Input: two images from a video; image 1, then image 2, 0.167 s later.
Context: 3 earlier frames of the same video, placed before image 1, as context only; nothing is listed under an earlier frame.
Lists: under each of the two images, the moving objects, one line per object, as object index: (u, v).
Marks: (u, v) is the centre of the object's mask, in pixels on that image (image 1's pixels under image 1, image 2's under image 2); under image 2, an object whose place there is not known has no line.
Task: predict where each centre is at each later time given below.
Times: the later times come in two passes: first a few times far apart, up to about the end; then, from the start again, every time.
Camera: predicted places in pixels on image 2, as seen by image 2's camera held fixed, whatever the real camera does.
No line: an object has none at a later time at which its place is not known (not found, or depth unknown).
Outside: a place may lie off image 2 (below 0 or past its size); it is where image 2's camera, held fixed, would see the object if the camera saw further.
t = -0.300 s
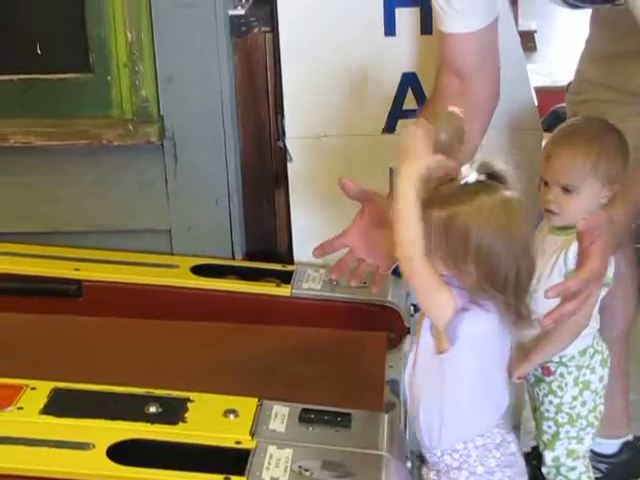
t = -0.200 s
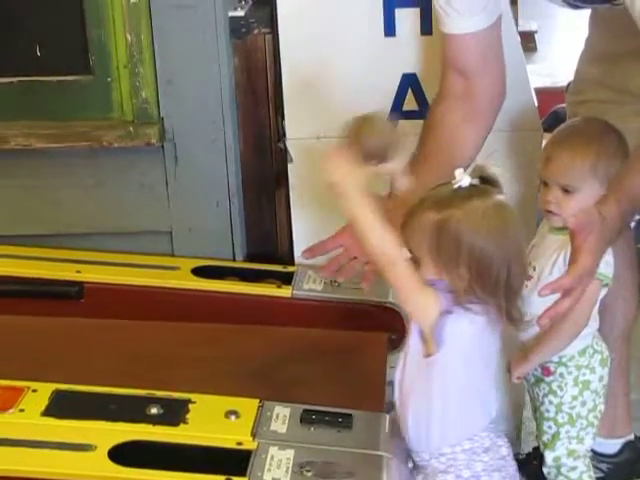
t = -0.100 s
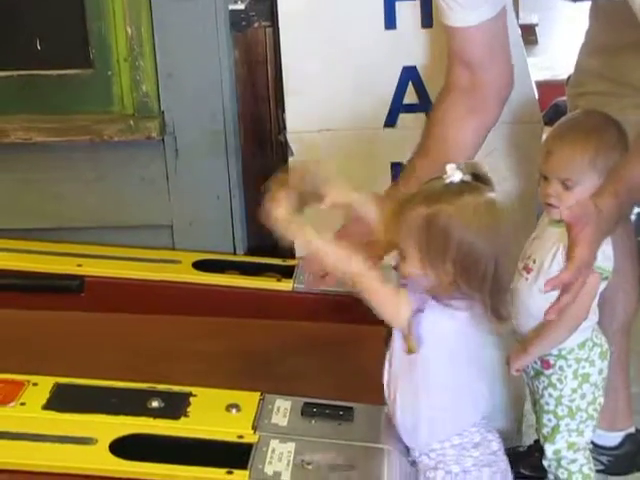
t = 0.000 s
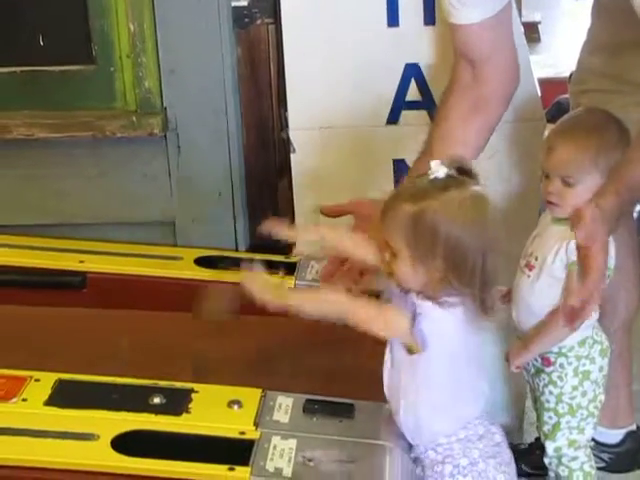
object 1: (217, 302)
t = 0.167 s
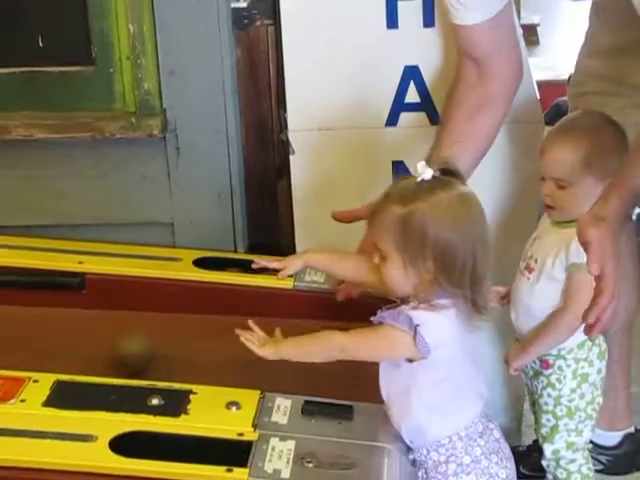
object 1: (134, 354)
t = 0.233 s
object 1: (104, 357)
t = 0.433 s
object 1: (29, 342)
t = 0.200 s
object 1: (118, 359)
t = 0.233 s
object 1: (104, 357)
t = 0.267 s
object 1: (91, 354)
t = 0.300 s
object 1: (78, 351)
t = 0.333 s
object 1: (67, 348)
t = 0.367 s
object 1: (54, 345)
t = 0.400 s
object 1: (40, 343)
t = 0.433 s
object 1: (29, 342)
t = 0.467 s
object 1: (22, 340)
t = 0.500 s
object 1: (18, 339)
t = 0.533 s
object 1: (12, 341)
